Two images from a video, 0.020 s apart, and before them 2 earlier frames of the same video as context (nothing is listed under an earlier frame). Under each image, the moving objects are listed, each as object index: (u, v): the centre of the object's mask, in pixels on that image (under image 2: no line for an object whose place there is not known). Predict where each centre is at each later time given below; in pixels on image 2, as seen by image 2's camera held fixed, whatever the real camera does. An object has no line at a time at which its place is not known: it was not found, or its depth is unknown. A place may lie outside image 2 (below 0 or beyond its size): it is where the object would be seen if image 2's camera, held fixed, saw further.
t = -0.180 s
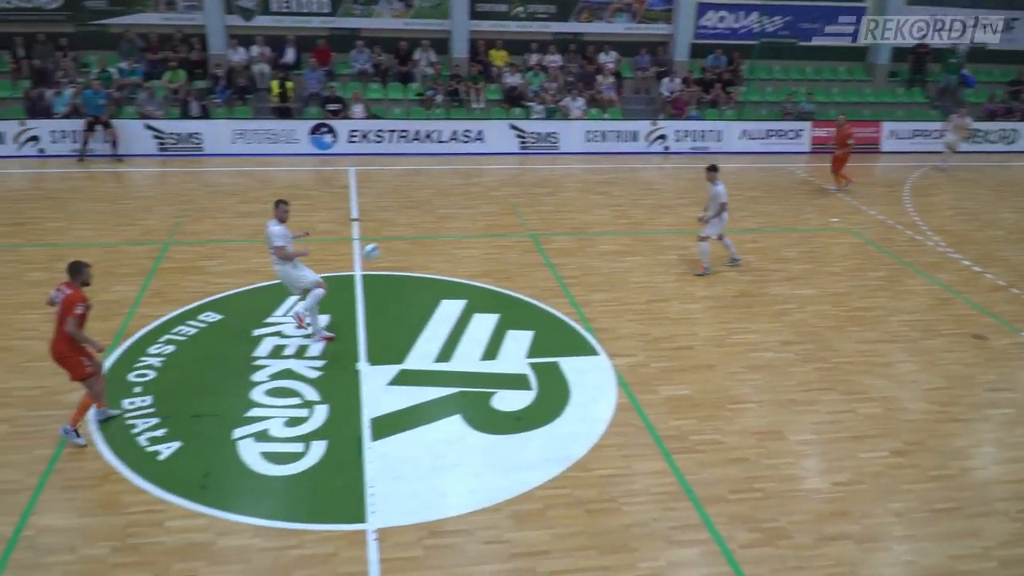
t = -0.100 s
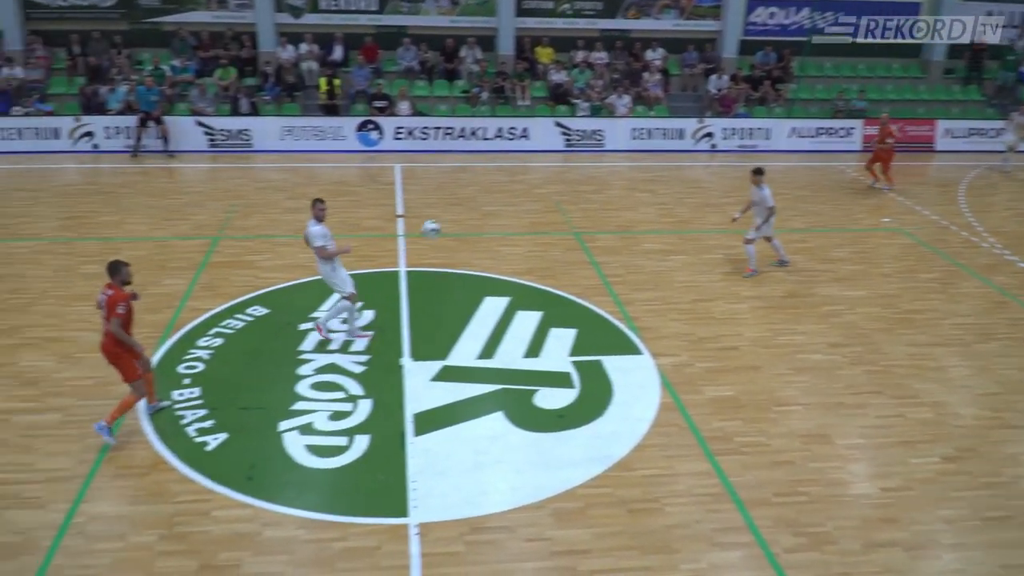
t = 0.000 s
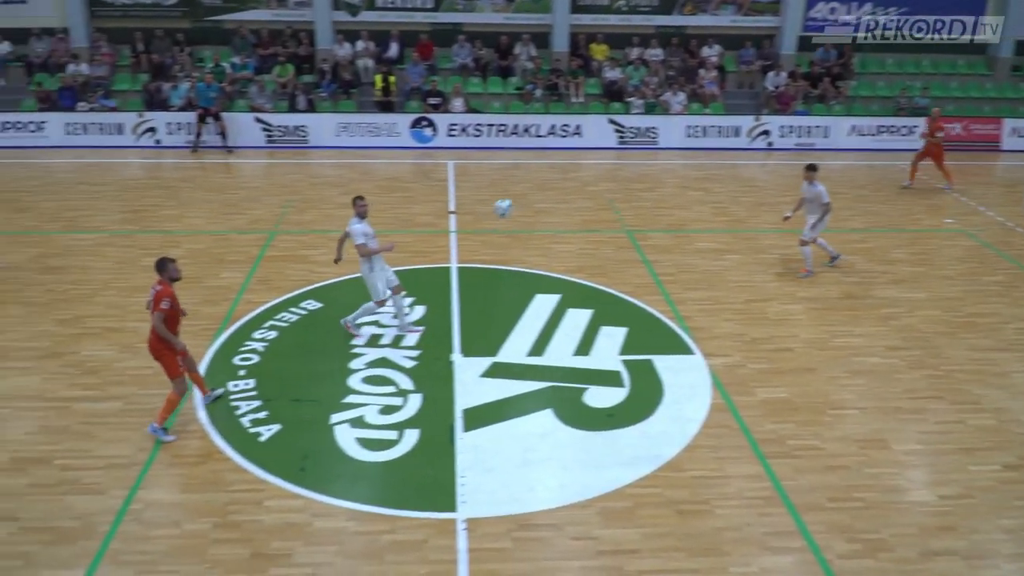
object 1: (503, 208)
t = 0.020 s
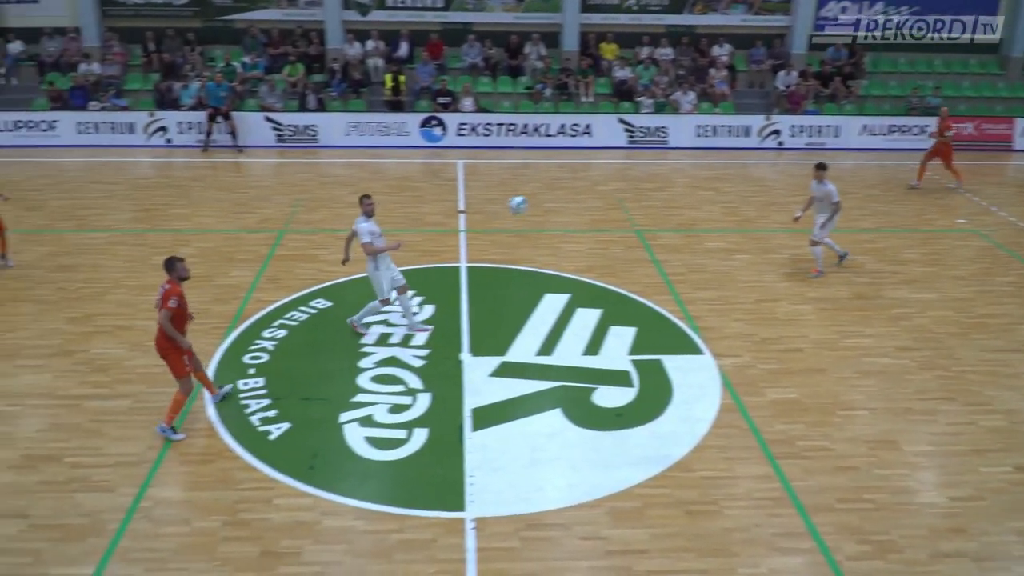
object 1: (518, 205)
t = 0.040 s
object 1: (523, 202)
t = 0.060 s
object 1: (529, 200)
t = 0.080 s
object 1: (535, 198)
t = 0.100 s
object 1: (541, 196)
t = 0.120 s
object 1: (547, 195)
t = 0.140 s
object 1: (553, 193)
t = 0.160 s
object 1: (559, 193)
